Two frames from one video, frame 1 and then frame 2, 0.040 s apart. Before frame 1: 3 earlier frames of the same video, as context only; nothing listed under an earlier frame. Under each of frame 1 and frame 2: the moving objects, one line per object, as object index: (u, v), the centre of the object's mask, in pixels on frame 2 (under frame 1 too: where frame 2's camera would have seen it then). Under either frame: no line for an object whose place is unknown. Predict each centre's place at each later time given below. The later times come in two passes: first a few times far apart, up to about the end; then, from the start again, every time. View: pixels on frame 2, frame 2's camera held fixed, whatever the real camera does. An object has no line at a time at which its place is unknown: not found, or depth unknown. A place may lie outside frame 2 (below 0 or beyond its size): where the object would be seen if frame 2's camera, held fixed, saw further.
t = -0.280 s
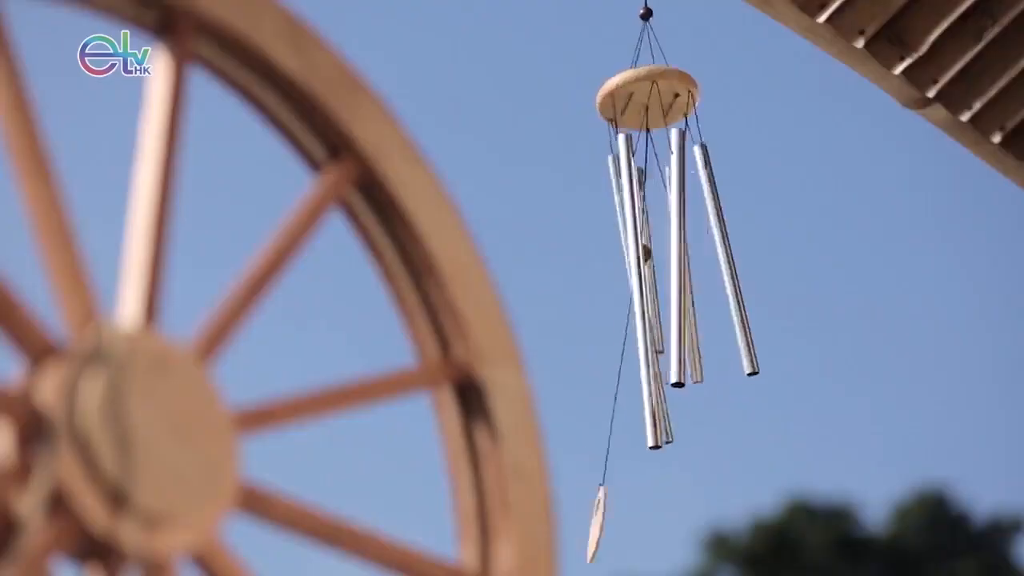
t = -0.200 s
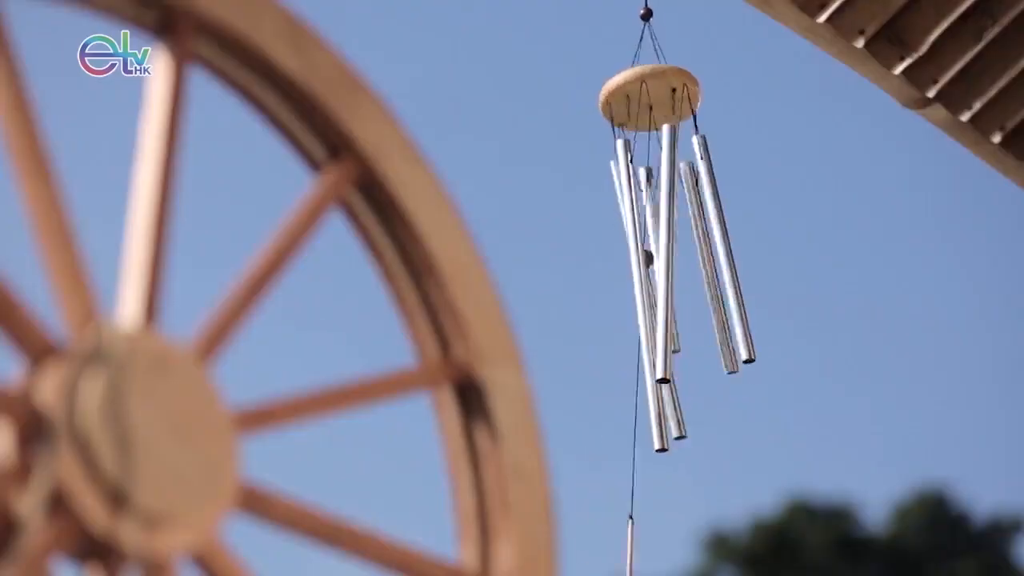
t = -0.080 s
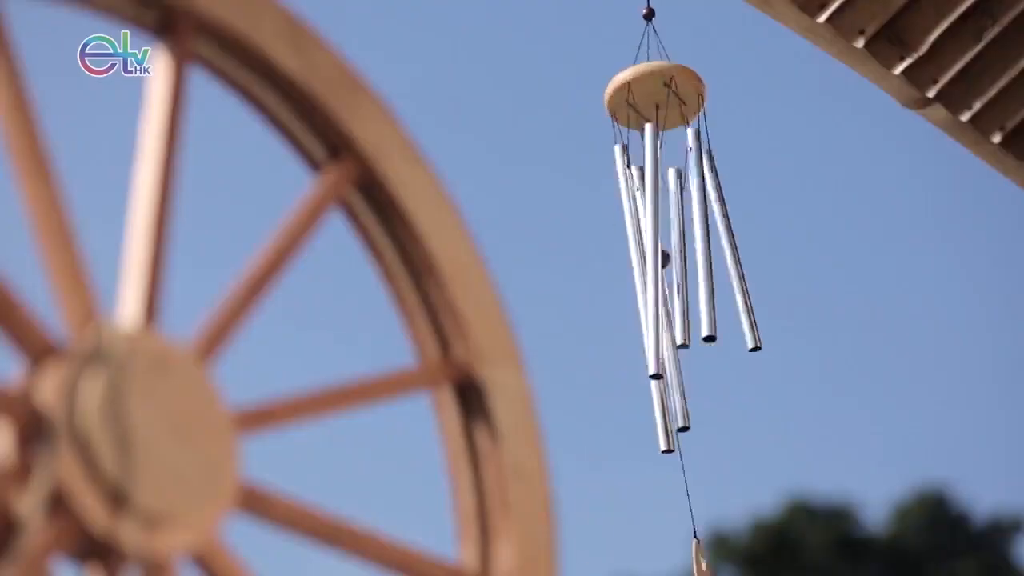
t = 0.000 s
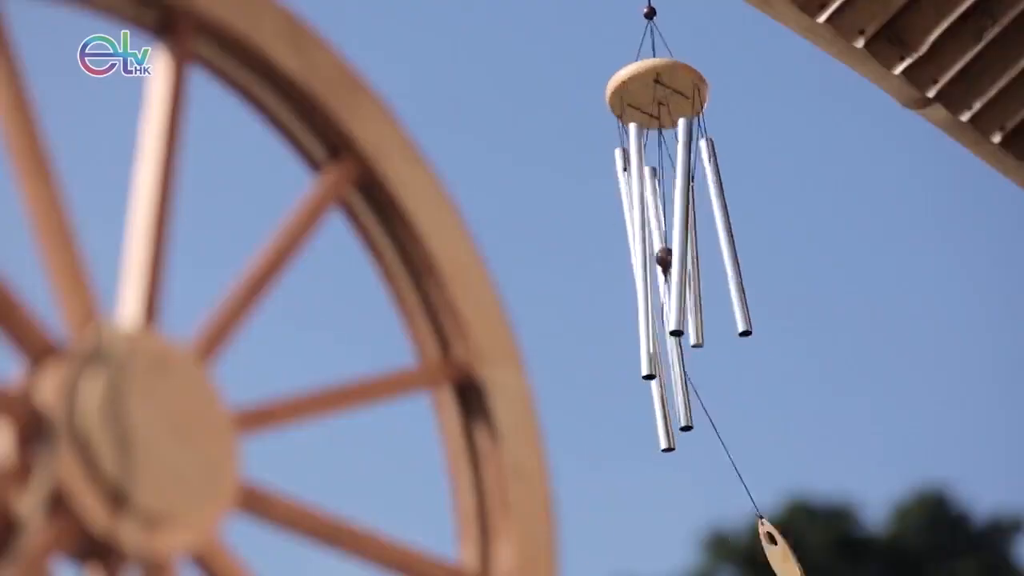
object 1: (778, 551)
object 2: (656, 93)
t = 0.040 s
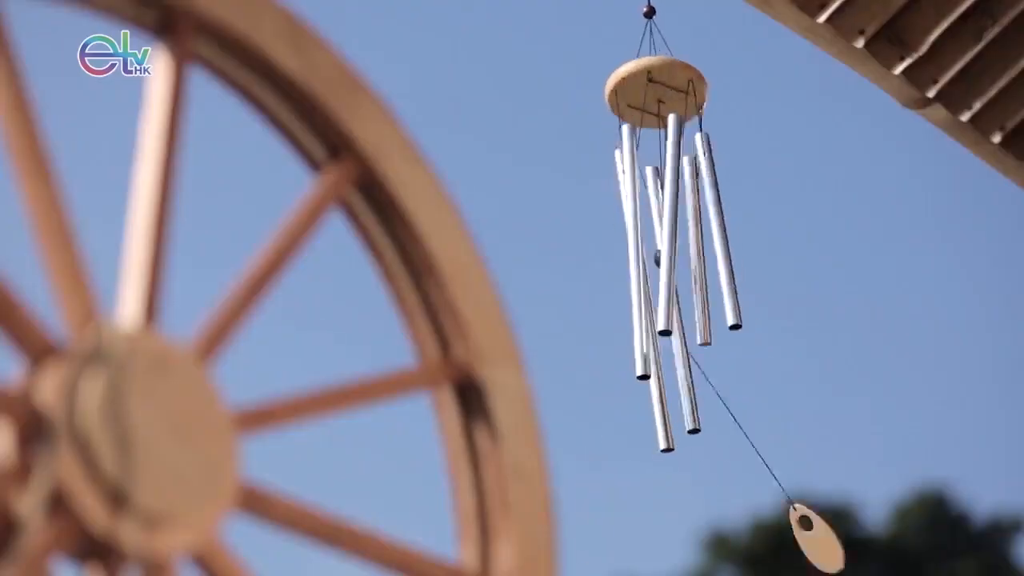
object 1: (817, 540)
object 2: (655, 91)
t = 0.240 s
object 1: (909, 495)
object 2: (649, 89)
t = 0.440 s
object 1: (859, 537)
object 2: (651, 93)
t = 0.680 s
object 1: (637, 530)
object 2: (654, 97)
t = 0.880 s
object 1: (567, 526)
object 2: (653, 96)
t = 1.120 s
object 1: (725, 553)
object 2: (652, 93)
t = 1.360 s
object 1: (791, 552)
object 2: (654, 91)
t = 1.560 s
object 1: (716, 553)
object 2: (655, 92)
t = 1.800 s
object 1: (612, 547)
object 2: (657, 94)
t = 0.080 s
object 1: (847, 523)
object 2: (654, 89)
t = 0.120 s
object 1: (871, 509)
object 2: (652, 88)
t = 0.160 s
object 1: (888, 501)
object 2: (651, 87)
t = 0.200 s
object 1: (899, 497)
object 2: (650, 87)
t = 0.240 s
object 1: (909, 495)
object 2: (649, 89)
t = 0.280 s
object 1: (917, 497)
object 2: (650, 90)
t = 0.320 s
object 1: (918, 503)
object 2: (651, 91)
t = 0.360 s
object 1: (910, 513)
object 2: (652, 92)
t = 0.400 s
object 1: (890, 525)
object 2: (652, 93)
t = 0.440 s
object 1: (859, 537)
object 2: (651, 93)
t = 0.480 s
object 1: (821, 541)
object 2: (650, 94)
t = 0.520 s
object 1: (788, 546)
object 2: (650, 93)
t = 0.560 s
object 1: (755, 546)
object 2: (651, 95)
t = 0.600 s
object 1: (717, 542)
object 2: (651, 96)
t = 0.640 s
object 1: (676, 537)
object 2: (652, 97)
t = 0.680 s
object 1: (637, 530)
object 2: (654, 97)
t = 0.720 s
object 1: (604, 524)
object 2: (655, 98)
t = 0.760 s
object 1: (575, 514)
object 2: (654, 98)
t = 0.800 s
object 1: (556, 498)
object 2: (654, 97)
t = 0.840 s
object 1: (556, 523)
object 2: (653, 97)
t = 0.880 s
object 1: (567, 526)
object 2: (653, 96)
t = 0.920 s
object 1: (587, 537)
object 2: (652, 95)
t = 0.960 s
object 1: (612, 540)
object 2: (651, 94)
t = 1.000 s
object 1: (639, 545)
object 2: (650, 94)
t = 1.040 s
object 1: (670, 549)
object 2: (651, 94)
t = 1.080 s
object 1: (698, 551)
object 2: (651, 94)
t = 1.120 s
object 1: (725, 553)
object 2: (652, 93)
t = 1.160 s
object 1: (747, 553)
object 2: (651, 93)
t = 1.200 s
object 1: (766, 553)
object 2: (651, 93)
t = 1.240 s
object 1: (780, 551)
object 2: (651, 92)
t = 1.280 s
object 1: (787, 551)
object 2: (652, 92)
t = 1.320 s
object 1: (791, 552)
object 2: (653, 91)
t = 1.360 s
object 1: (791, 552)
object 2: (654, 91)
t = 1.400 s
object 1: (787, 551)
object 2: (654, 91)
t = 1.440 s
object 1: (774, 552)
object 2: (654, 91)
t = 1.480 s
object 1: (756, 551)
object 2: (654, 91)
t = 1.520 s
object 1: (738, 553)
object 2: (654, 92)
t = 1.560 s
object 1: (716, 553)
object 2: (655, 92)
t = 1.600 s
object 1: (690, 552)
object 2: (656, 93)
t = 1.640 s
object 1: (662, 550)
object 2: (657, 93)
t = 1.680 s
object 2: (657, 94)
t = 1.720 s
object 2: (658, 94)
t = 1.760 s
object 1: (616, 546)
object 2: (658, 94)
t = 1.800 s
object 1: (612, 547)
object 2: (657, 94)
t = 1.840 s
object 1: (618, 549)
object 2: (658, 94)
